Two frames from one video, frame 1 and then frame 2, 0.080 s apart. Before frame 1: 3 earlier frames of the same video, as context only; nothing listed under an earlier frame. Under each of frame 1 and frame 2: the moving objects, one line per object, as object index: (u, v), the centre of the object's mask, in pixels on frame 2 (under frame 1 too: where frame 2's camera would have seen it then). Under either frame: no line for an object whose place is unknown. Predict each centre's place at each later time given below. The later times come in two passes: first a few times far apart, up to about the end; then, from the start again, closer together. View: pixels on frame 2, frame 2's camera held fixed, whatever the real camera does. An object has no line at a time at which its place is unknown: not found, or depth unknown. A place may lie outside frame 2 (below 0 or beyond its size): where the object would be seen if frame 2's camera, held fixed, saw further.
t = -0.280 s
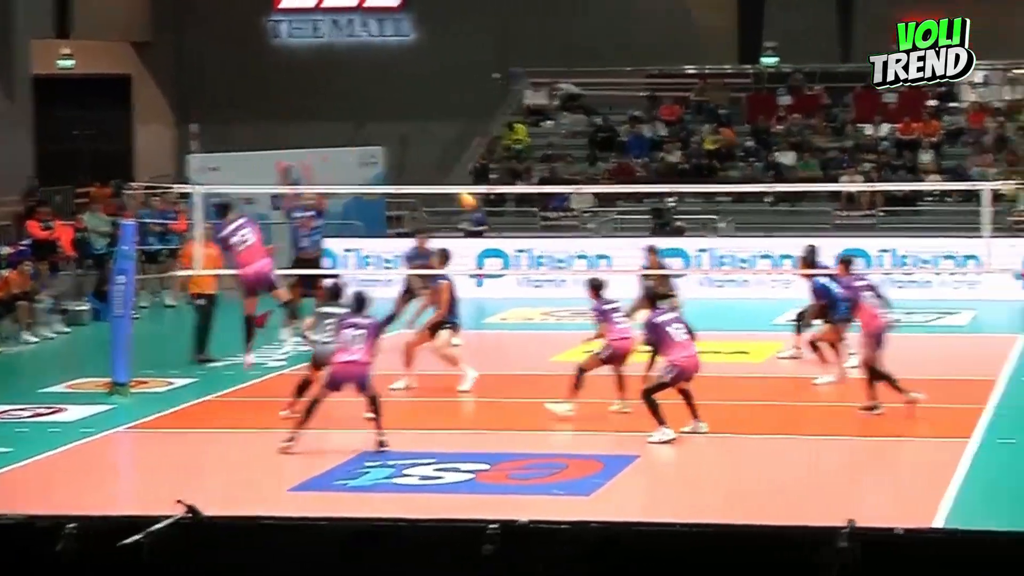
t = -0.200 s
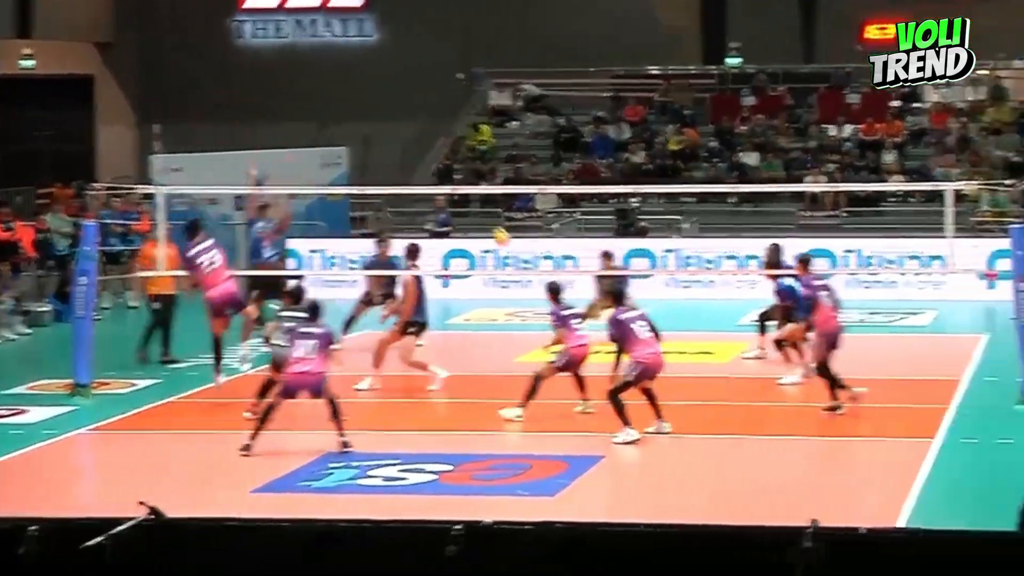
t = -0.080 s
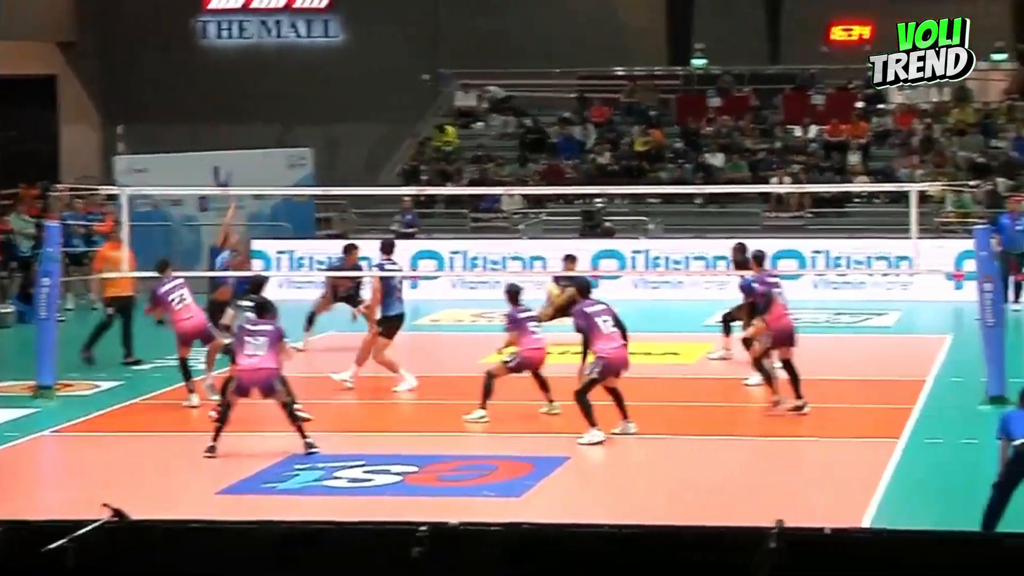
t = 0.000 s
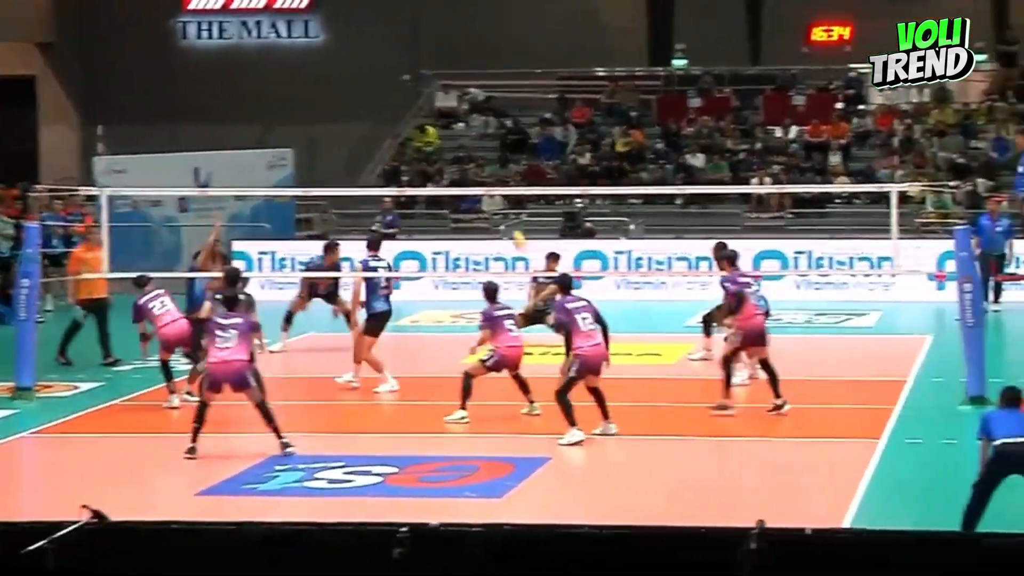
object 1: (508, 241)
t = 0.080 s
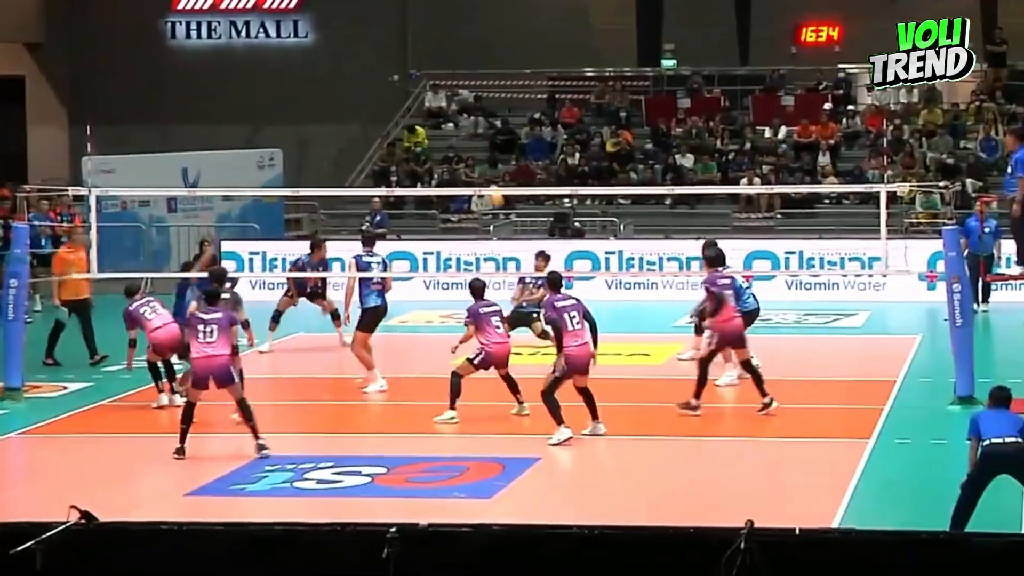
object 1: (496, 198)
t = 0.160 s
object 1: (482, 156)
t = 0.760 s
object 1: (389, 6)
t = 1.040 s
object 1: (350, 24)
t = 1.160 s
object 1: (335, 49)
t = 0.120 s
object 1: (488, 175)
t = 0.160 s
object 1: (482, 156)
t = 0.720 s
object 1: (395, 8)
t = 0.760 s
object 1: (389, 6)
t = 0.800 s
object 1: (384, 6)
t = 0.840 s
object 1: (378, 7)
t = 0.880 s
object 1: (372, 8)
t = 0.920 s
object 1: (367, 10)
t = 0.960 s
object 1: (361, 13)
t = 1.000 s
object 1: (356, 19)
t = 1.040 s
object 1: (350, 24)
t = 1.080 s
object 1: (345, 32)
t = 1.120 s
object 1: (340, 40)
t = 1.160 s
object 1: (335, 49)
